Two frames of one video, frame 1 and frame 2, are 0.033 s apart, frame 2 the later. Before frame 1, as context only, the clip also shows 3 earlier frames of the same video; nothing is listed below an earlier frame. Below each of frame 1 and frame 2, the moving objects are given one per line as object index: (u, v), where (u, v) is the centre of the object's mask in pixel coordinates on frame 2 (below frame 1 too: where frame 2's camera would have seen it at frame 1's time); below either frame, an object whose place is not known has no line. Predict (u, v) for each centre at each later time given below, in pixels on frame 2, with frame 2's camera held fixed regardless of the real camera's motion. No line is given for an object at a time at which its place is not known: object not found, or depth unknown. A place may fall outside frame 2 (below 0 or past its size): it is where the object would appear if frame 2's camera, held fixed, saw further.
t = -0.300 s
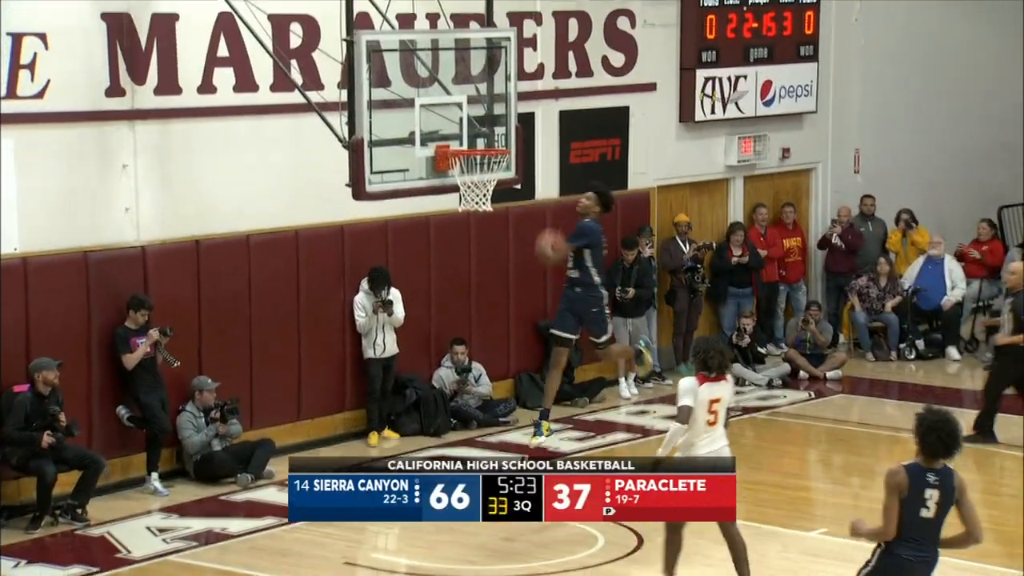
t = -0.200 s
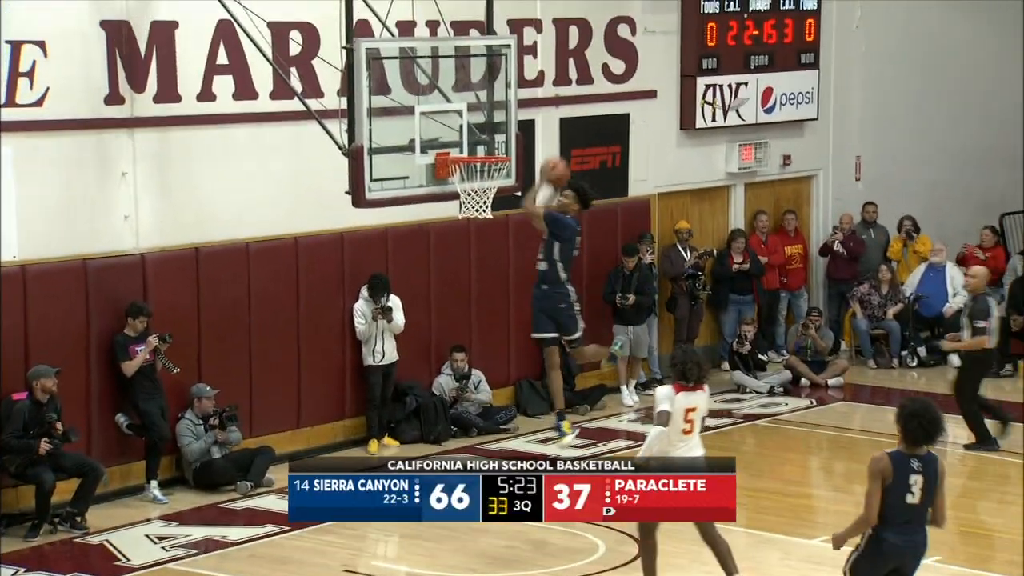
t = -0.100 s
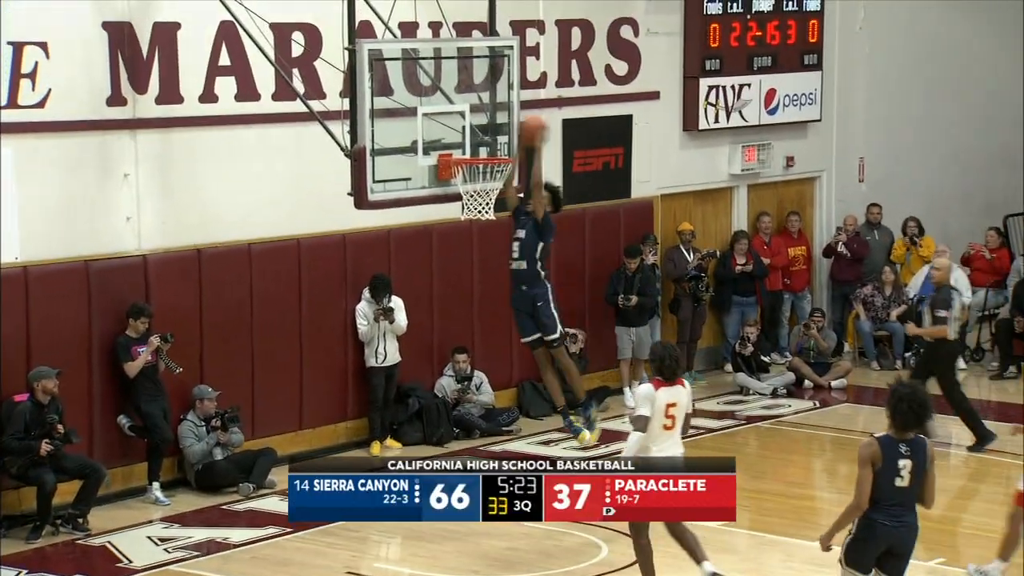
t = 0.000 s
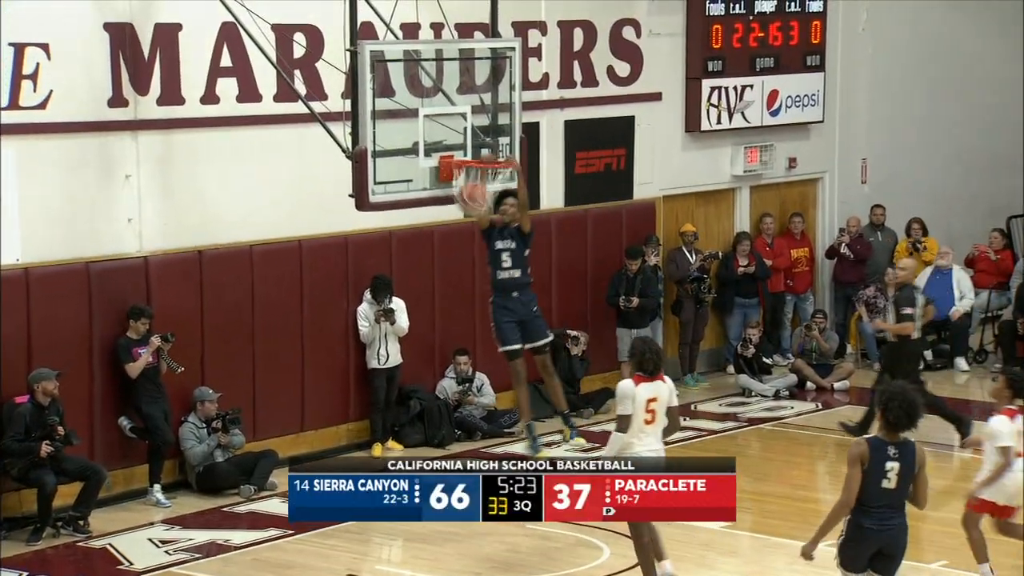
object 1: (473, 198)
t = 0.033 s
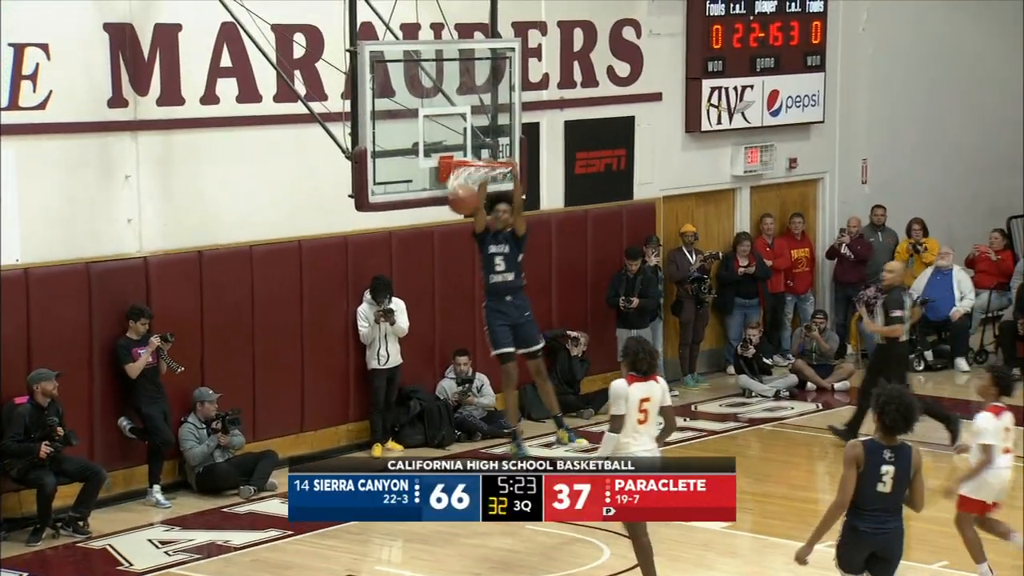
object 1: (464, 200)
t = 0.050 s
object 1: (458, 199)
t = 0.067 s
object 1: (453, 200)
